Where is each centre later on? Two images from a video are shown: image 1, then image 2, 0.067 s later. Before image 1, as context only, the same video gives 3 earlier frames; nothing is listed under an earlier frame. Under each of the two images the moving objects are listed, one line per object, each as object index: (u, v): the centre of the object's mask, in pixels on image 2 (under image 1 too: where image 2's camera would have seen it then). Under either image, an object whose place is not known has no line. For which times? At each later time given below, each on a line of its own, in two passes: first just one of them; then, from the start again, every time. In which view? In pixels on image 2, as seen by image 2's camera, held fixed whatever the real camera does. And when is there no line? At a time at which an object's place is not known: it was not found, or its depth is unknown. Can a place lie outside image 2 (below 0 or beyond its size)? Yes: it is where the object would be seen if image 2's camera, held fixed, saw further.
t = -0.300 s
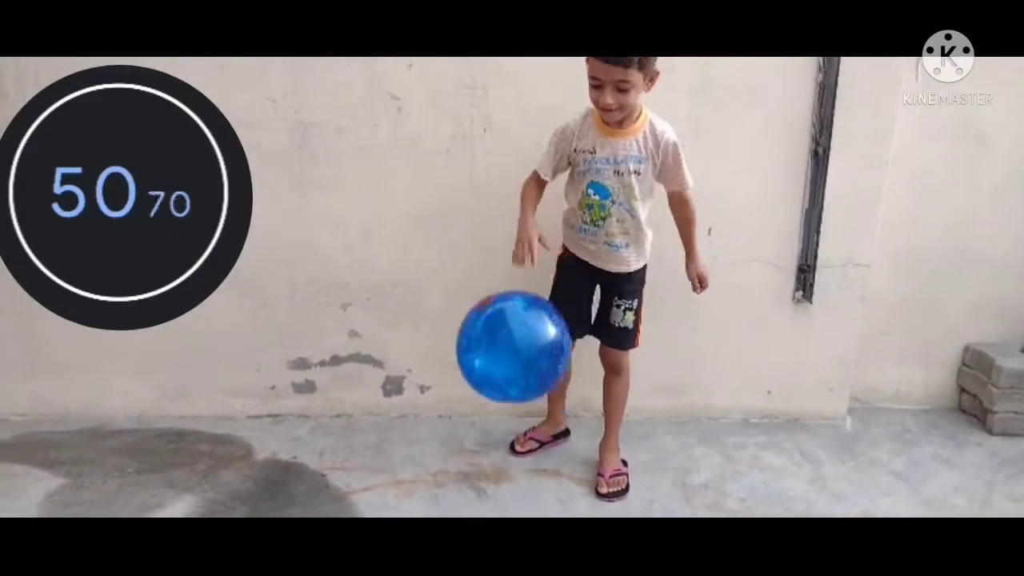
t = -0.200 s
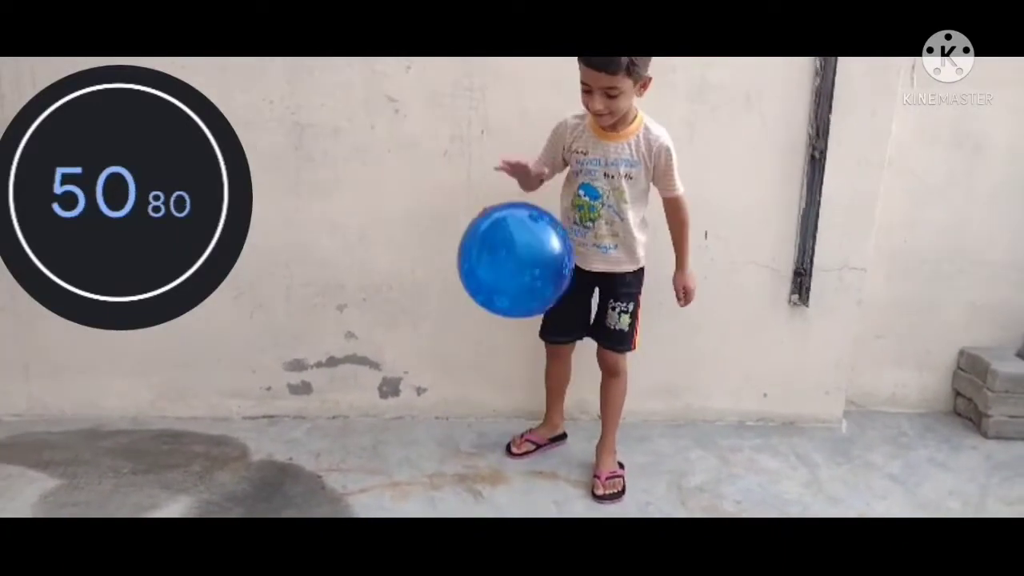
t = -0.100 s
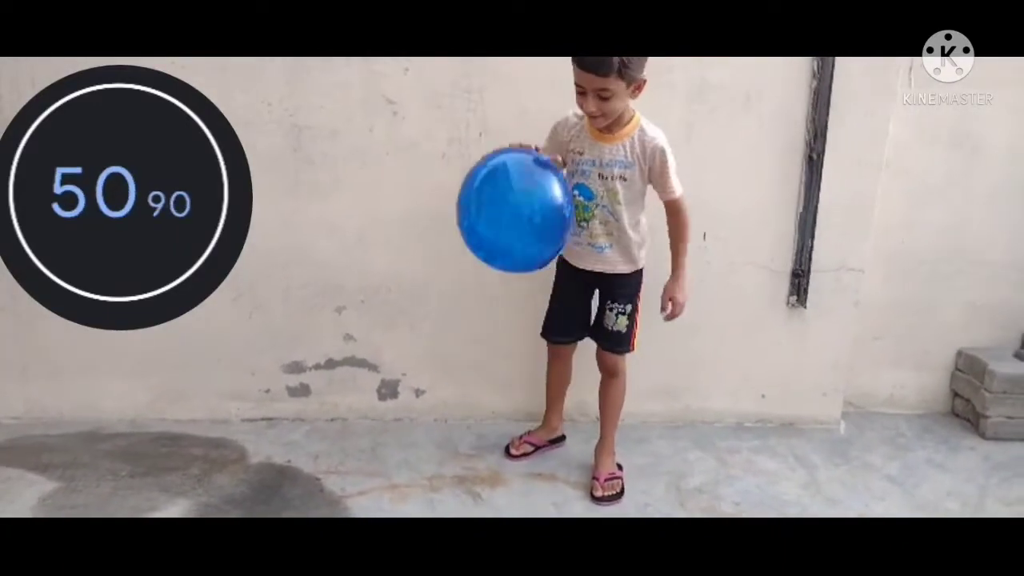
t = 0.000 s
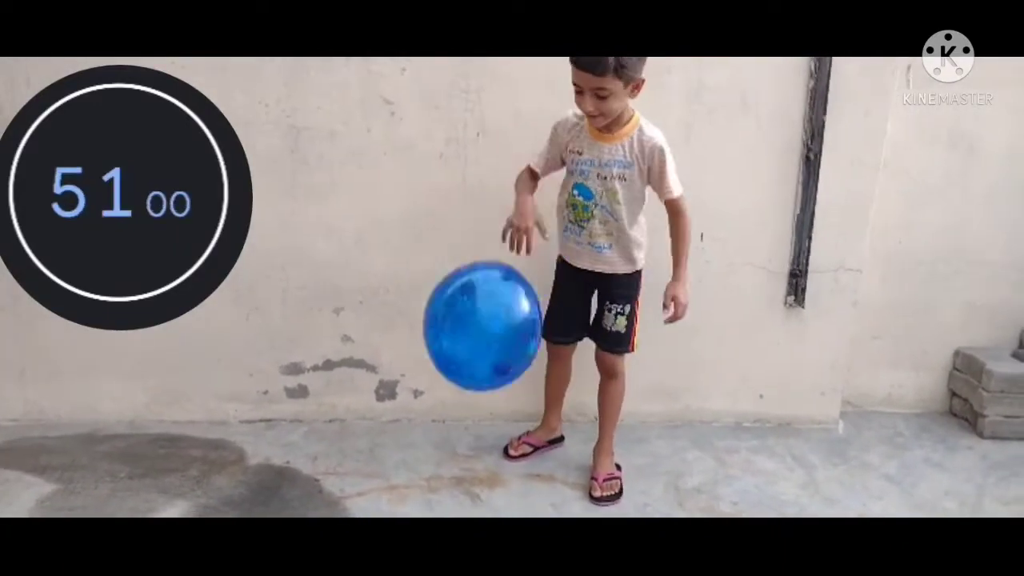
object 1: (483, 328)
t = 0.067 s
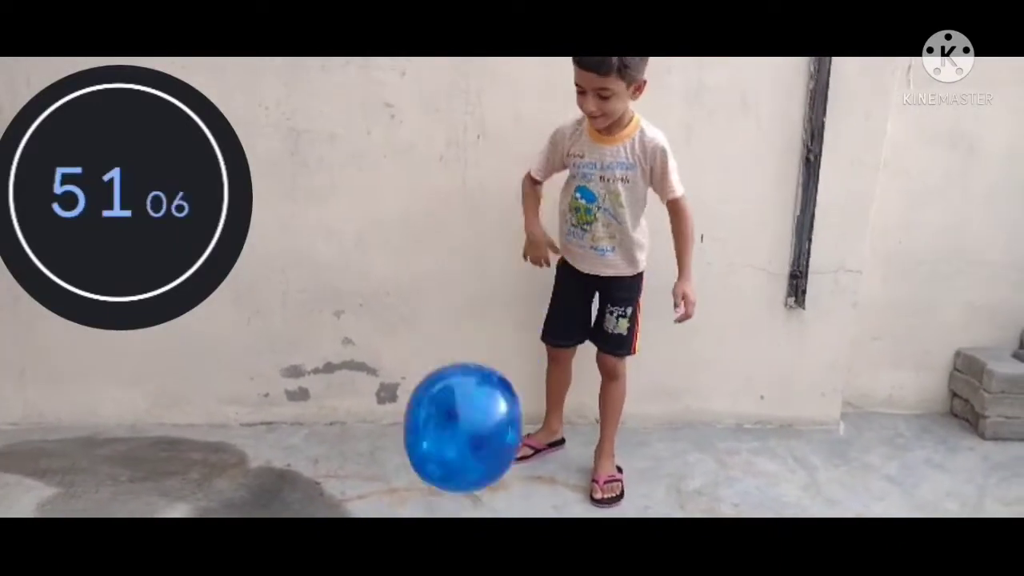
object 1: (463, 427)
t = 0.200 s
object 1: (439, 441)
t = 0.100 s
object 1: (453, 469)
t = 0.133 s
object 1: (447, 486)
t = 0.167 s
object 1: (442, 468)
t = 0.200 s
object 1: (439, 441)
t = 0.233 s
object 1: (435, 411)
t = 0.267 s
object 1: (432, 384)
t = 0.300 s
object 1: (429, 359)
